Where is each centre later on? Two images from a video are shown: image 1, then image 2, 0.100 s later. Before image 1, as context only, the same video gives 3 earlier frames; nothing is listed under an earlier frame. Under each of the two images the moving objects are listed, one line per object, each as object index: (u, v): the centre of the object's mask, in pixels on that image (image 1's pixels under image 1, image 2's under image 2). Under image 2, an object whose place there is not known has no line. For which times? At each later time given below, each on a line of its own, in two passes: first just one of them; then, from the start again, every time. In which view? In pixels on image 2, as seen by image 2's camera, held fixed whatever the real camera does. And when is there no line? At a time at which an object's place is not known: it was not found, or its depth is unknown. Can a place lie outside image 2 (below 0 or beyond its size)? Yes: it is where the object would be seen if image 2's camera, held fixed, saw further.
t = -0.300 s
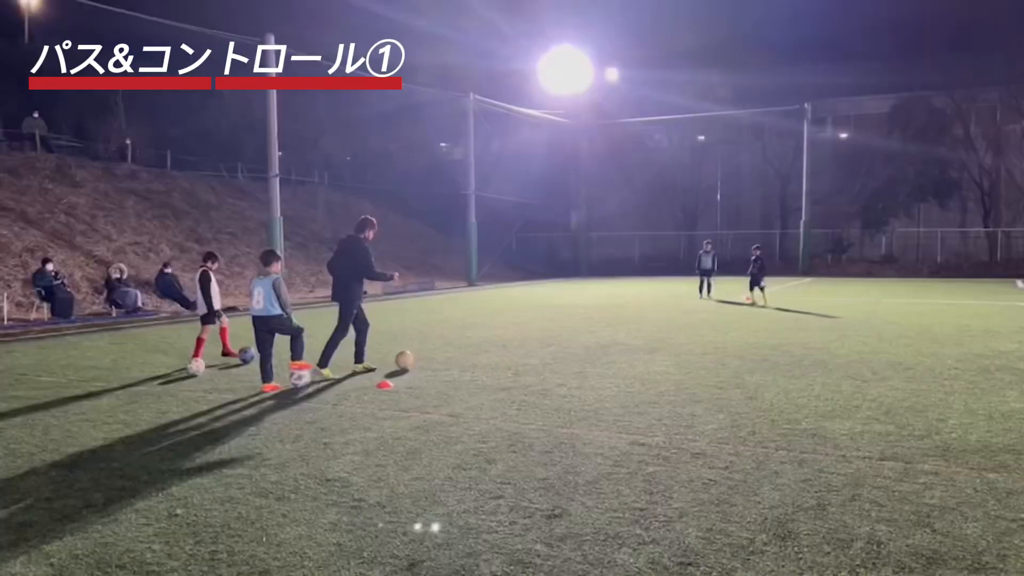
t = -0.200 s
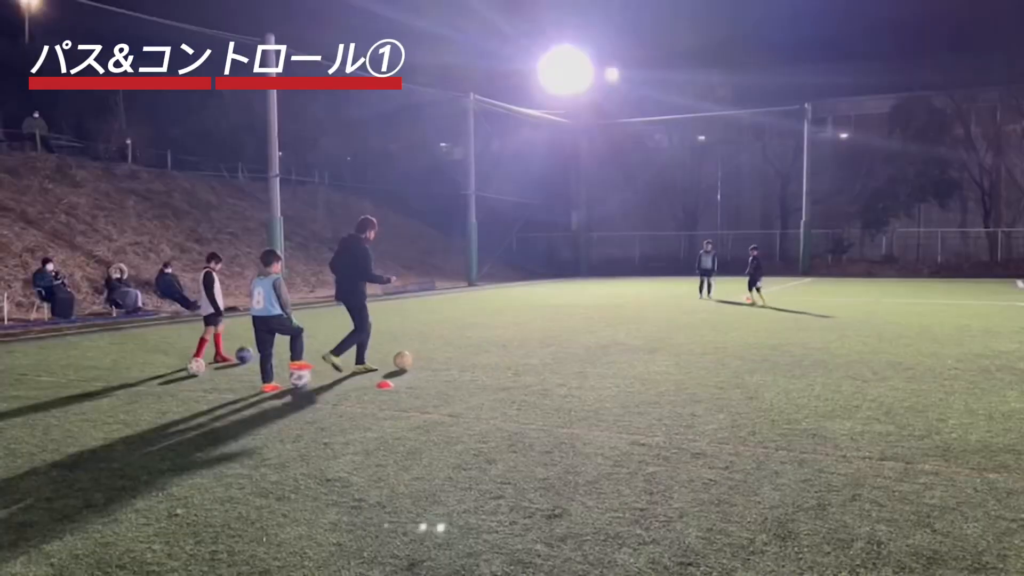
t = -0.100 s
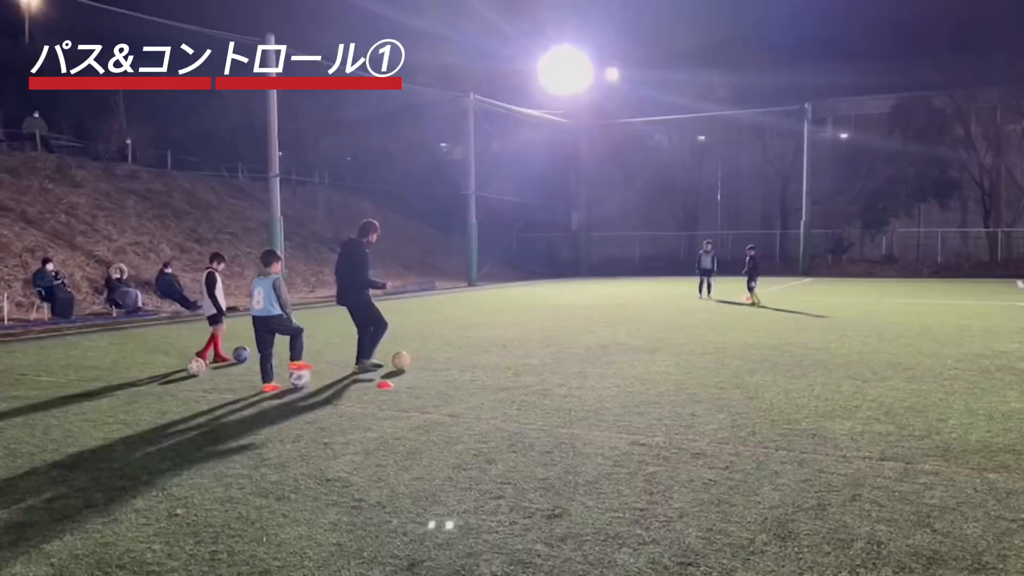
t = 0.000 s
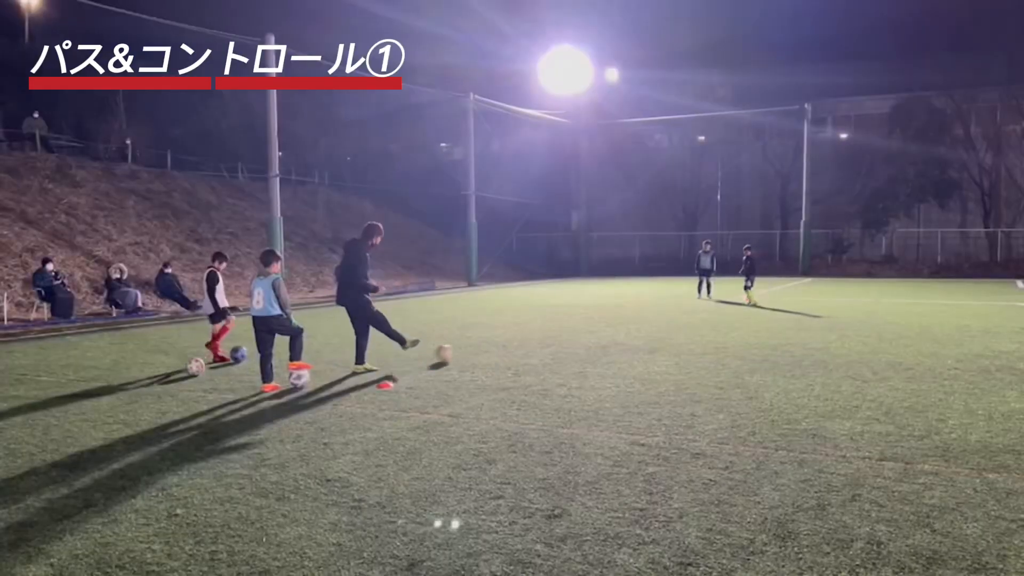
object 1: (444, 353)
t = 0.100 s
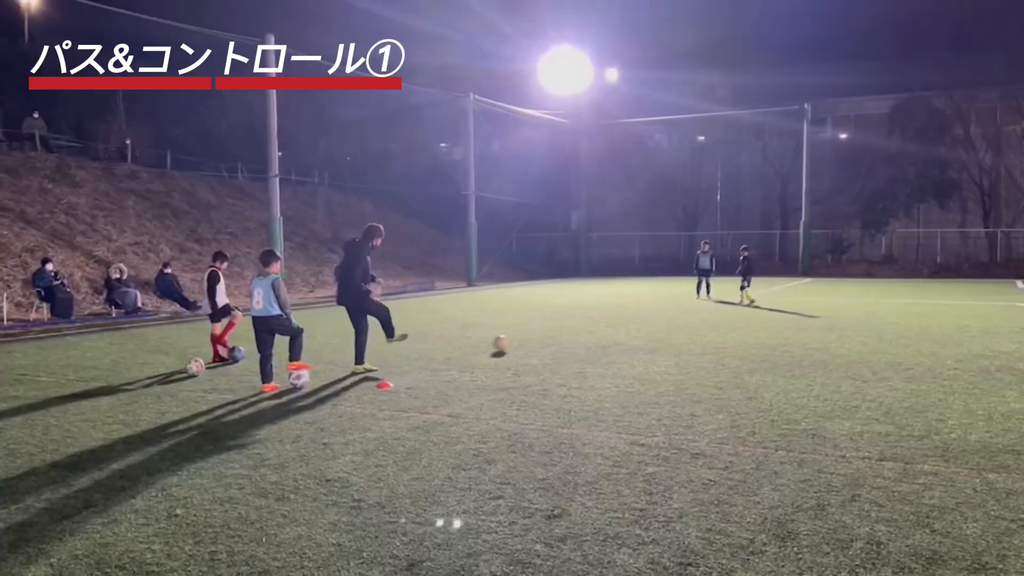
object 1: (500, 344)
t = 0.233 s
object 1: (559, 329)
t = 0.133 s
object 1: (518, 337)
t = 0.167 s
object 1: (532, 335)
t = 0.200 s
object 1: (545, 333)
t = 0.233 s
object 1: (559, 329)
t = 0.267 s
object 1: (571, 326)
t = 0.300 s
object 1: (582, 325)
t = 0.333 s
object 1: (593, 323)
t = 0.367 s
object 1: (603, 320)
